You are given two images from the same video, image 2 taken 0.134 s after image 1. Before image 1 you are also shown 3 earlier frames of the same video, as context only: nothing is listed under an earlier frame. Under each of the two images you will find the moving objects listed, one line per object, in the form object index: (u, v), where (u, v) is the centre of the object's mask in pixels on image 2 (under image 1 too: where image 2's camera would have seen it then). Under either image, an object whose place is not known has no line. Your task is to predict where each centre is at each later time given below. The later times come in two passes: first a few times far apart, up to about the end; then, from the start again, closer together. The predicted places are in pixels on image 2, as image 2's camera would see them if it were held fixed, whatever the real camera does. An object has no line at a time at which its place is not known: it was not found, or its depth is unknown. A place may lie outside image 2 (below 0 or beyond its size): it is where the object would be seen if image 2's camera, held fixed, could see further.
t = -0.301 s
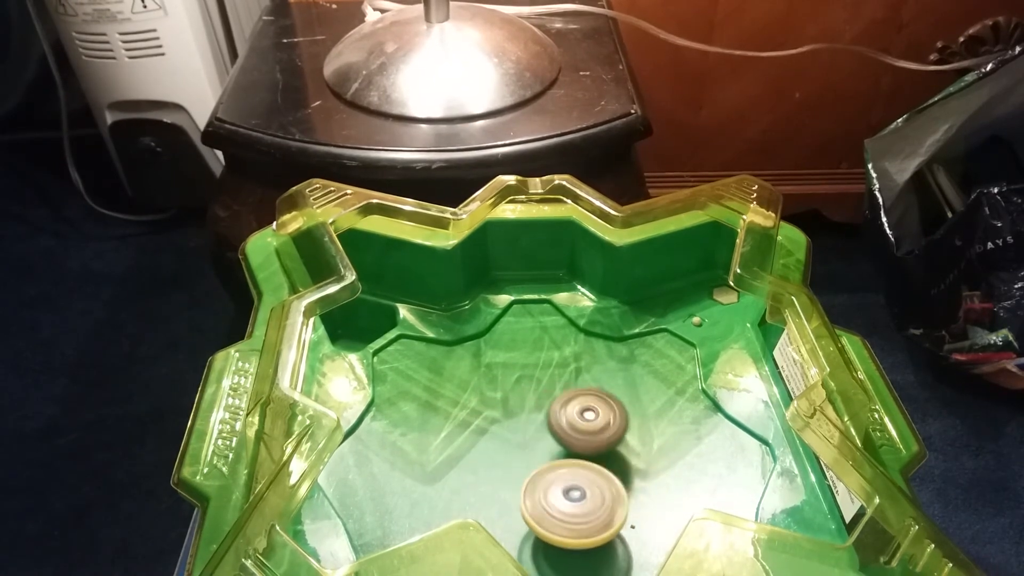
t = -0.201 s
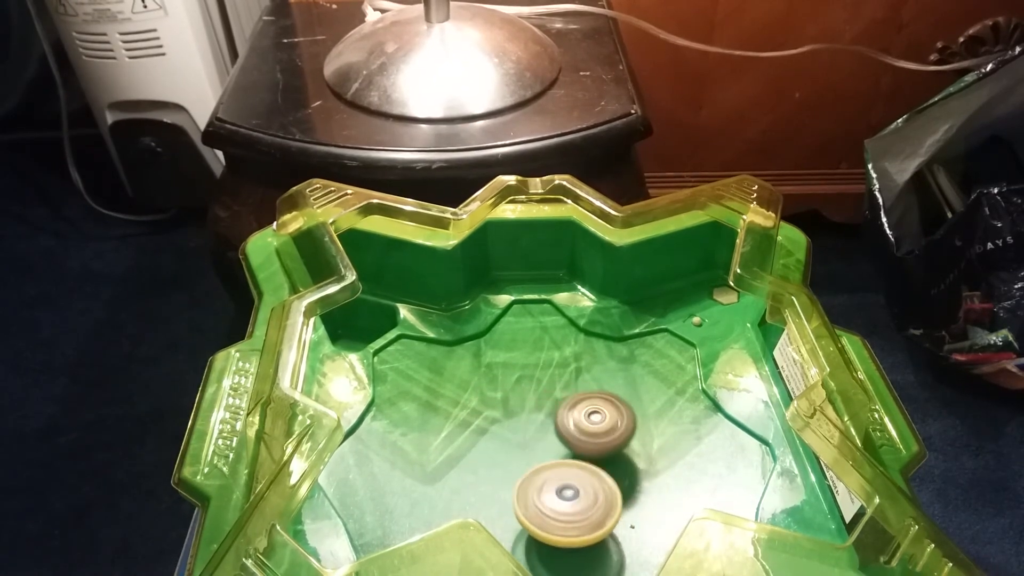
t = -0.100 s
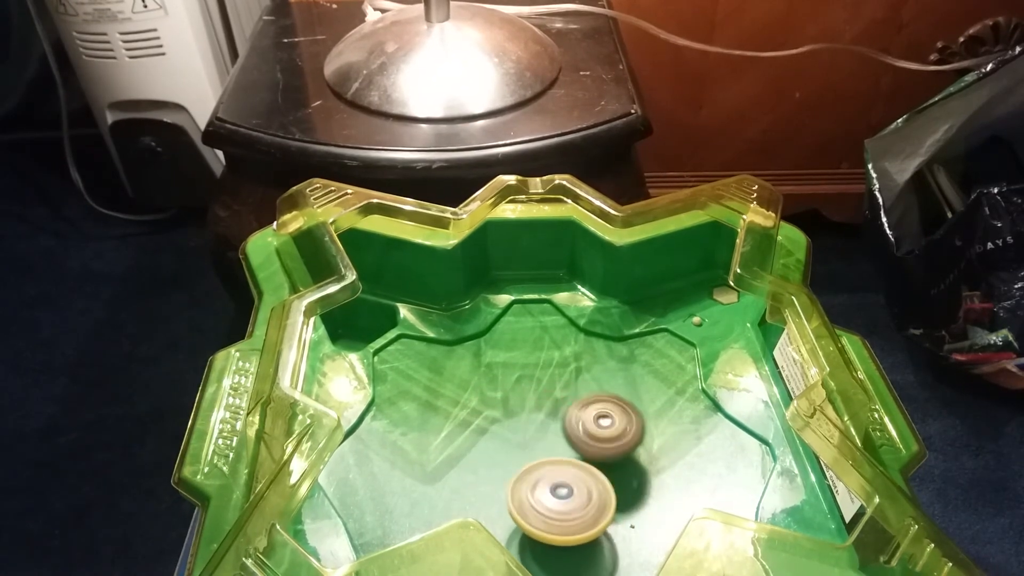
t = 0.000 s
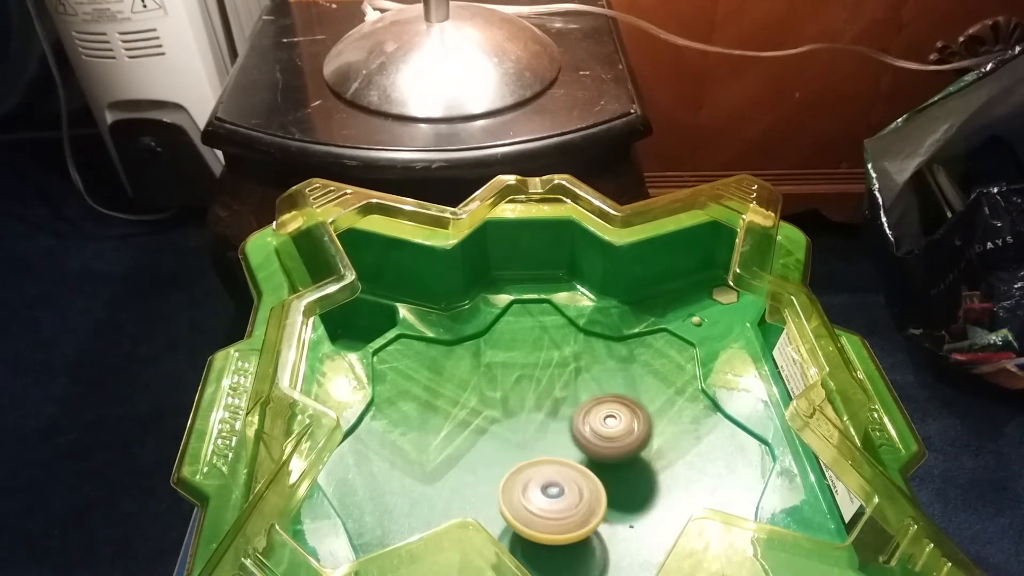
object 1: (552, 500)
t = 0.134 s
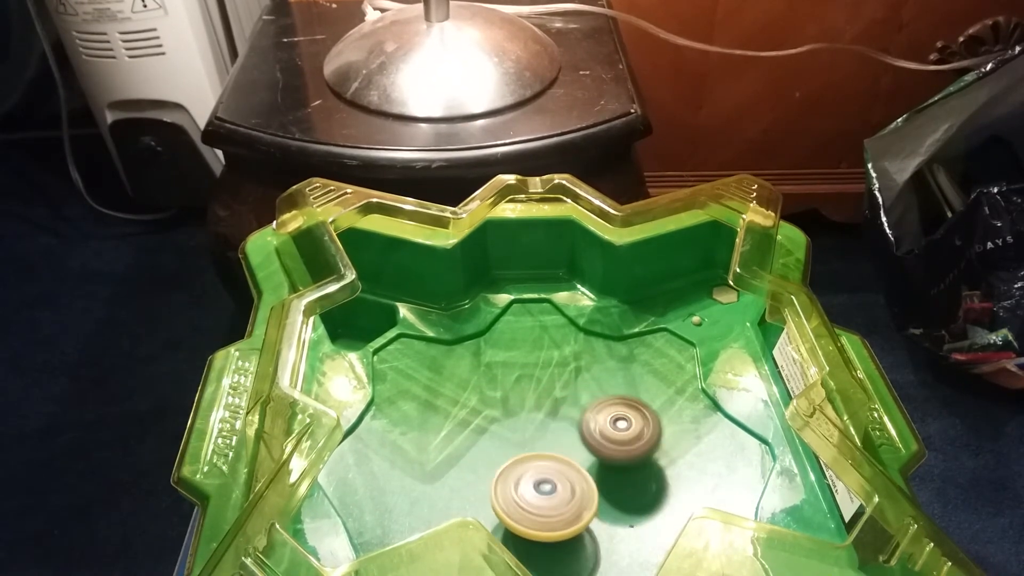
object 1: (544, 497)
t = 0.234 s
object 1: (542, 492)
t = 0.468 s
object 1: (534, 481)
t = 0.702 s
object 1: (540, 471)
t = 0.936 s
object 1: (545, 464)
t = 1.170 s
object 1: (544, 463)
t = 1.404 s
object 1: (547, 463)
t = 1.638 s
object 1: (546, 462)
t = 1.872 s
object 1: (546, 456)
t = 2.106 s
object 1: (553, 449)
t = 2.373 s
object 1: (569, 449)
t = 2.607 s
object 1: (584, 455)
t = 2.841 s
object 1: (592, 460)
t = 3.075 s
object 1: (594, 459)
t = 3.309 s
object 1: (594, 453)
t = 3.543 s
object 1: (588, 453)
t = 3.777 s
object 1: (597, 450)
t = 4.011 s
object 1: (605, 449)
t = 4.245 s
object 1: (606, 451)
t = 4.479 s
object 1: (618, 454)
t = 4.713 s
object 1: (615, 462)
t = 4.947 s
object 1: (612, 460)
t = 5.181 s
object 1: (611, 463)
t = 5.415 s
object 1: (614, 462)
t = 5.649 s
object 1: (610, 464)
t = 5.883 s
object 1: (613, 466)
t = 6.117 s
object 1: (607, 460)
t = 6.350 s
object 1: (604, 454)
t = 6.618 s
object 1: (619, 454)
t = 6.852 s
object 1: (601, 460)
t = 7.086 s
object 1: (607, 467)
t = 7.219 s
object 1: (619, 466)
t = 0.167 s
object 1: (543, 496)
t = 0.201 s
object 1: (542, 494)
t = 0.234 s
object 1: (542, 492)
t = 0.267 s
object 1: (542, 490)
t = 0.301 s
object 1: (542, 488)
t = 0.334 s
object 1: (539, 487)
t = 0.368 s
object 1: (536, 486)
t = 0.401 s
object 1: (535, 485)
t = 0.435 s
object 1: (534, 483)
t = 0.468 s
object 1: (534, 481)
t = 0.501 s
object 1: (534, 480)
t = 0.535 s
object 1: (534, 478)
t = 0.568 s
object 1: (536, 477)
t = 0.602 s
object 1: (537, 475)
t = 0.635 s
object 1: (539, 474)
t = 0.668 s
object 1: (541, 472)
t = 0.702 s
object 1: (540, 471)
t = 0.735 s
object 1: (540, 470)
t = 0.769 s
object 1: (541, 469)
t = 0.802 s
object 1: (542, 467)
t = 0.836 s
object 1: (543, 467)
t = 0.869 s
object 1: (545, 466)
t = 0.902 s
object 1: (547, 465)
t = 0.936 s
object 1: (545, 464)
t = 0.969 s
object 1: (542, 463)
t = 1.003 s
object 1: (542, 463)
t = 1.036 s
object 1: (541, 463)
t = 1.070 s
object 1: (541, 462)
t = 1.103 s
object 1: (542, 462)
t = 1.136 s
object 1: (543, 463)
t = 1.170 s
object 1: (544, 463)
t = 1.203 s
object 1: (545, 464)
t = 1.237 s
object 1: (547, 464)
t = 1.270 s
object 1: (548, 465)
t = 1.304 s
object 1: (548, 464)
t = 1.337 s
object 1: (549, 464)
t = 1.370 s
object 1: (548, 463)
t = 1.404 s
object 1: (547, 463)
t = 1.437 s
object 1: (545, 463)
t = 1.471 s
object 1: (545, 463)
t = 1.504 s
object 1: (545, 463)
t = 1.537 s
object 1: (545, 463)
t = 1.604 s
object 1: (546, 463)
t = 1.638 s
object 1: (546, 462)
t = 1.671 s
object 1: (545, 462)
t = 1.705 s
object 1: (543, 461)
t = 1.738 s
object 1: (544, 460)
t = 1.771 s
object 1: (544, 459)
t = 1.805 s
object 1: (545, 458)
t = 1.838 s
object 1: (546, 458)
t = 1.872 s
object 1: (546, 456)
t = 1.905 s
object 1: (548, 455)
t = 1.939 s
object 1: (548, 454)
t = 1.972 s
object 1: (548, 453)
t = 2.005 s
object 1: (549, 451)
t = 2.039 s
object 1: (550, 451)
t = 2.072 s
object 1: (551, 449)
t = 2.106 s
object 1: (553, 449)
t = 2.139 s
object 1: (555, 448)
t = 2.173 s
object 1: (557, 447)
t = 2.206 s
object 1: (559, 446)
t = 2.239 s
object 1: (562, 446)
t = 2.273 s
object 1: (563, 447)
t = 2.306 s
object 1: (565, 447)
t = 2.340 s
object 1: (568, 448)
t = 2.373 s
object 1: (569, 449)
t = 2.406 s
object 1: (571, 450)
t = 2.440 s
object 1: (573, 451)
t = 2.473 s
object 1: (575, 452)
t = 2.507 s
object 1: (578, 453)
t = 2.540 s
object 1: (580, 454)
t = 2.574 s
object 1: (583, 454)
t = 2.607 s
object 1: (584, 455)
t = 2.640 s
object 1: (585, 455)
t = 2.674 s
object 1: (587, 456)
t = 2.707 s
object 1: (588, 457)
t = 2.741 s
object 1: (588, 458)
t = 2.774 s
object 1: (589, 459)
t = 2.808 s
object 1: (590, 461)
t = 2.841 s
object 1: (592, 460)
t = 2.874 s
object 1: (593, 461)
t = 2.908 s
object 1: (592, 460)
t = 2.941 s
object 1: (593, 460)
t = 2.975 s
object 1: (593, 460)
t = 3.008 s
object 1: (592, 460)
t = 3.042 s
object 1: (593, 460)
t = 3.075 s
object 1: (594, 459)
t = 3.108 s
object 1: (593, 459)
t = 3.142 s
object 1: (593, 458)
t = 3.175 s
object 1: (593, 457)
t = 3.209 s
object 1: (592, 457)
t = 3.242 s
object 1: (594, 454)
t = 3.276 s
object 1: (595, 454)
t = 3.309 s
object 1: (594, 453)
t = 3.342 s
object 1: (594, 452)
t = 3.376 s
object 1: (592, 452)
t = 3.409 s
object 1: (592, 452)
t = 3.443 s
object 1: (590, 452)
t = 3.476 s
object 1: (590, 452)
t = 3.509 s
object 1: (589, 453)
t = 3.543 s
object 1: (588, 453)
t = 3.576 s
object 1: (589, 453)
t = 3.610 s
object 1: (594, 451)
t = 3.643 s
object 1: (598, 449)
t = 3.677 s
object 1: (599, 450)
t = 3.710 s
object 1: (599, 450)
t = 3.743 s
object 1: (598, 450)
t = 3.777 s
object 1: (597, 450)
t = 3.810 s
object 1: (596, 450)
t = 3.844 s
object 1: (595, 451)
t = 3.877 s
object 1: (594, 451)
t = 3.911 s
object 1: (593, 452)
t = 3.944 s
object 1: (597, 451)
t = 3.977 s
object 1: (601, 449)
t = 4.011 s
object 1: (605, 449)
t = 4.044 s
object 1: (605, 450)
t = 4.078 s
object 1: (603, 450)
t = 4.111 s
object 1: (602, 450)
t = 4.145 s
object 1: (602, 450)
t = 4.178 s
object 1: (601, 450)
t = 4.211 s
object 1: (603, 450)
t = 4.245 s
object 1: (606, 451)
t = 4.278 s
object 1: (605, 452)
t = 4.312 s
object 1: (610, 452)
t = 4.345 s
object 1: (615, 452)
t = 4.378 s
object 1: (618, 453)
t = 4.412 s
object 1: (617, 454)
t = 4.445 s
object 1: (617, 454)
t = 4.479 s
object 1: (618, 454)
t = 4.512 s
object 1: (618, 456)
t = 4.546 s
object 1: (616, 458)
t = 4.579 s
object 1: (613, 459)
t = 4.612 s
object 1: (611, 458)
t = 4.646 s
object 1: (610, 459)
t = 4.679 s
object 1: (610, 460)
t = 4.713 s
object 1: (615, 462)
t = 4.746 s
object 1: (613, 463)
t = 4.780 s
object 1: (612, 460)
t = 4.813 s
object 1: (613, 460)
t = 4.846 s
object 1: (613, 460)
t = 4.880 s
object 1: (611, 459)
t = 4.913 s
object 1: (613, 459)
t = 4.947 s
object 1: (612, 460)
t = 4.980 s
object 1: (611, 459)
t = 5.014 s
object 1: (613, 459)
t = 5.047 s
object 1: (613, 460)
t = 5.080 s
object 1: (611, 460)
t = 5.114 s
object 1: (611, 459)
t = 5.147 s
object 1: (613, 461)
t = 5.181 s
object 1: (611, 463)
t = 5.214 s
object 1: (610, 463)
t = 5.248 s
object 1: (610, 462)
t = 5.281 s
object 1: (616, 462)
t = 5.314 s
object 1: (618, 463)
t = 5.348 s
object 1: (615, 464)
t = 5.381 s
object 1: (613, 462)
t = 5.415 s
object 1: (614, 462)
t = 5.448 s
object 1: (613, 463)
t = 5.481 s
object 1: (610, 463)
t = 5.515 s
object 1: (614, 463)
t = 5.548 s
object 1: (617, 467)
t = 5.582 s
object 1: (616, 468)
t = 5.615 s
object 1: (611, 468)
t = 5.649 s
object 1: (610, 464)
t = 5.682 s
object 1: (613, 461)
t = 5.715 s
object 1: (615, 463)
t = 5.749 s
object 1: (614, 465)
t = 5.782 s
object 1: (616, 466)
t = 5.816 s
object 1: (617, 468)
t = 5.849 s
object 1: (615, 467)
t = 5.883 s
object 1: (613, 466)
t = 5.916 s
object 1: (612, 465)
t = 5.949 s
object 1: (613, 464)
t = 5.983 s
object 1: (613, 465)
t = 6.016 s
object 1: (609, 466)
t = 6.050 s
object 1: (607, 465)
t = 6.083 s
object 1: (606, 462)
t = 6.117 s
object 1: (607, 460)
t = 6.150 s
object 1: (608, 463)
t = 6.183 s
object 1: (605, 463)
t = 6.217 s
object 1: (602, 461)
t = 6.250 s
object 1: (601, 458)
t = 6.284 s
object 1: (601, 455)
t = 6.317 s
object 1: (602, 454)
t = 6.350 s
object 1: (604, 454)
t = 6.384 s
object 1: (607, 455)
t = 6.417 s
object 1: (615, 453)
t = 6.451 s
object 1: (622, 453)
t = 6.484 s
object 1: (625, 454)
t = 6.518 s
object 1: (625, 454)
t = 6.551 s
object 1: (624, 454)
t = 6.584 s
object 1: (622, 455)
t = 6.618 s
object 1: (619, 454)
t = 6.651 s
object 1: (618, 452)
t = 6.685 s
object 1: (618, 451)
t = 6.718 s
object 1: (617, 451)
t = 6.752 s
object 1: (615, 452)
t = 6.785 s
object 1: (612, 454)
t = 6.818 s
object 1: (608, 457)
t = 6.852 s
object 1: (601, 460)
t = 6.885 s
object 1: (601, 460)
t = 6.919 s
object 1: (603, 461)
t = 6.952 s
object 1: (605, 461)
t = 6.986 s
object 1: (606, 462)
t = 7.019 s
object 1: (607, 463)
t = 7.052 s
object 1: (608, 465)
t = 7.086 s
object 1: (607, 467)
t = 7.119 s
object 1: (606, 468)
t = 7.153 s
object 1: (608, 467)
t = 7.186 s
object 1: (614, 467)
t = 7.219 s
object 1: (619, 466)
